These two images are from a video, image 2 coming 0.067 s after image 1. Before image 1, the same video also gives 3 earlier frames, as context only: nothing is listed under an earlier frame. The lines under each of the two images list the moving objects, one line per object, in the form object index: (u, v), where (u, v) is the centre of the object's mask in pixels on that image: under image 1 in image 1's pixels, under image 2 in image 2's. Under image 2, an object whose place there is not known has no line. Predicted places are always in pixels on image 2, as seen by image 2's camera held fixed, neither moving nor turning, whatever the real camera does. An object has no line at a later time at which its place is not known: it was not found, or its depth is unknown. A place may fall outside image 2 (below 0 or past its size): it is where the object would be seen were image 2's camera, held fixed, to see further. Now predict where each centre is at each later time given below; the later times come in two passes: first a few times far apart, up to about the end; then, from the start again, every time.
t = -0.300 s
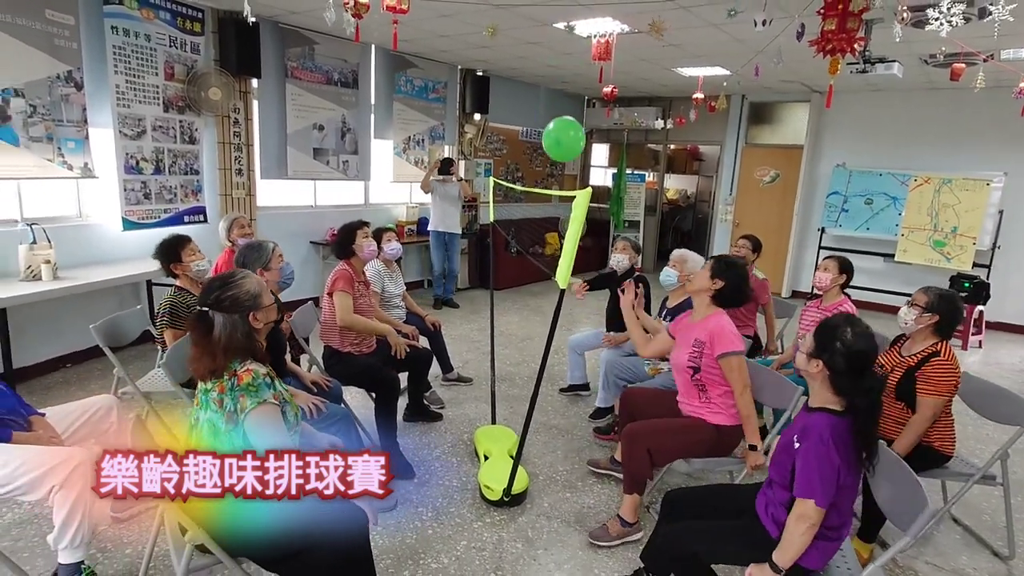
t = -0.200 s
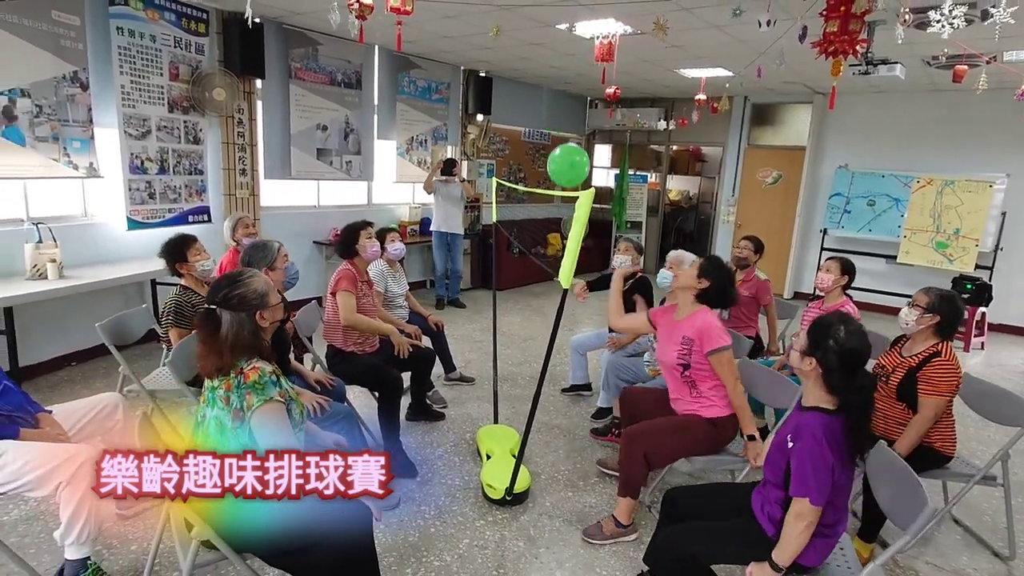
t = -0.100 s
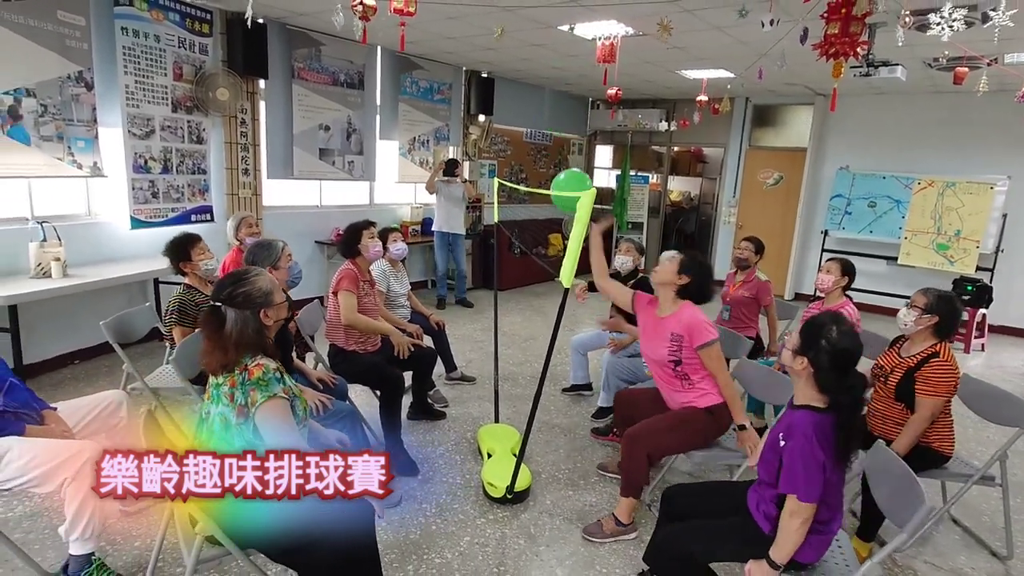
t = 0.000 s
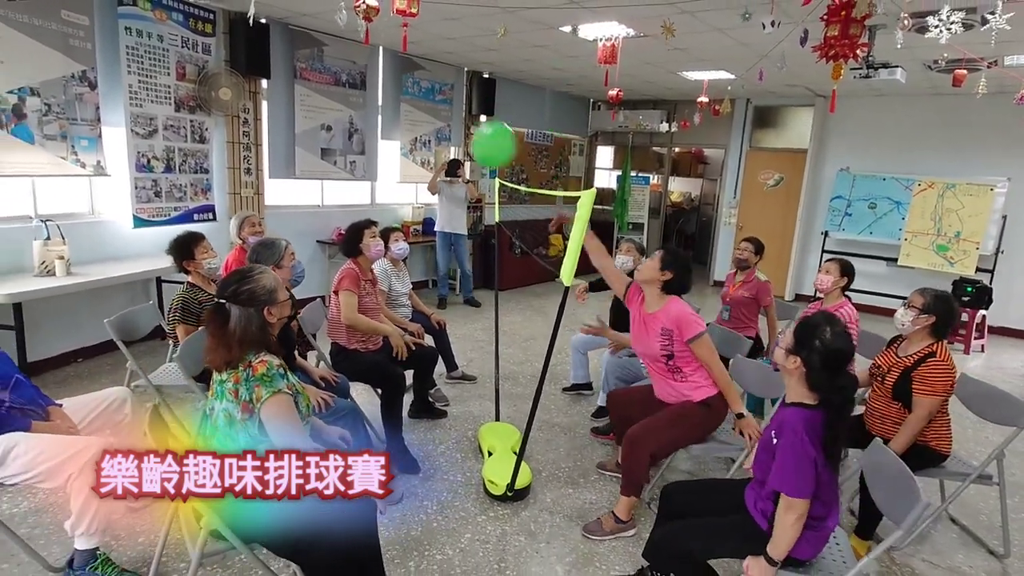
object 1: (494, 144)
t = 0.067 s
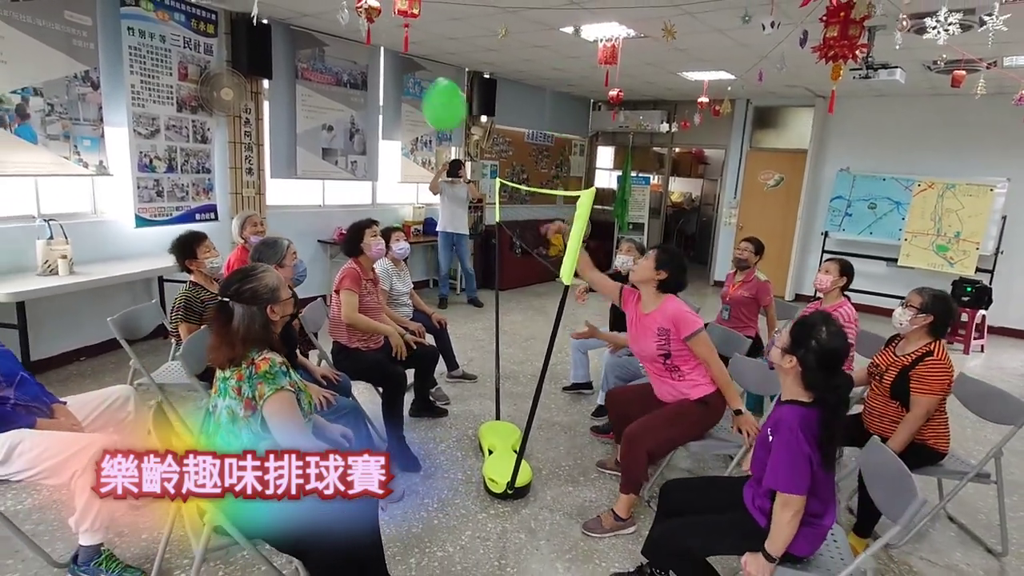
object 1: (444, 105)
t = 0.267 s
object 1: (360, 62)
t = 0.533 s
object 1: (338, 95)
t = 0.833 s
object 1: (331, 148)
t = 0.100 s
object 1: (425, 91)
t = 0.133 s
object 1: (408, 80)
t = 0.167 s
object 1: (394, 71)
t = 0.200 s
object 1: (380, 64)
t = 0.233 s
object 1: (368, 60)
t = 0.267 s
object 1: (360, 62)
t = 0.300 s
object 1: (354, 66)
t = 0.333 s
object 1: (350, 70)
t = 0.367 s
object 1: (347, 74)
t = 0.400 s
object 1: (345, 78)
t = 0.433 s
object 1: (343, 82)
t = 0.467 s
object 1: (341, 86)
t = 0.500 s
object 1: (340, 90)
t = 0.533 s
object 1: (338, 95)
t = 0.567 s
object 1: (337, 100)
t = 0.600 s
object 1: (336, 105)
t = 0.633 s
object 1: (336, 111)
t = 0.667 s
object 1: (334, 116)
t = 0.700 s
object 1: (334, 122)
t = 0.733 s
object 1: (333, 129)
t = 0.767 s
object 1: (332, 134)
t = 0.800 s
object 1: (332, 141)
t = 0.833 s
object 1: (331, 148)
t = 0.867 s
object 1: (331, 154)
